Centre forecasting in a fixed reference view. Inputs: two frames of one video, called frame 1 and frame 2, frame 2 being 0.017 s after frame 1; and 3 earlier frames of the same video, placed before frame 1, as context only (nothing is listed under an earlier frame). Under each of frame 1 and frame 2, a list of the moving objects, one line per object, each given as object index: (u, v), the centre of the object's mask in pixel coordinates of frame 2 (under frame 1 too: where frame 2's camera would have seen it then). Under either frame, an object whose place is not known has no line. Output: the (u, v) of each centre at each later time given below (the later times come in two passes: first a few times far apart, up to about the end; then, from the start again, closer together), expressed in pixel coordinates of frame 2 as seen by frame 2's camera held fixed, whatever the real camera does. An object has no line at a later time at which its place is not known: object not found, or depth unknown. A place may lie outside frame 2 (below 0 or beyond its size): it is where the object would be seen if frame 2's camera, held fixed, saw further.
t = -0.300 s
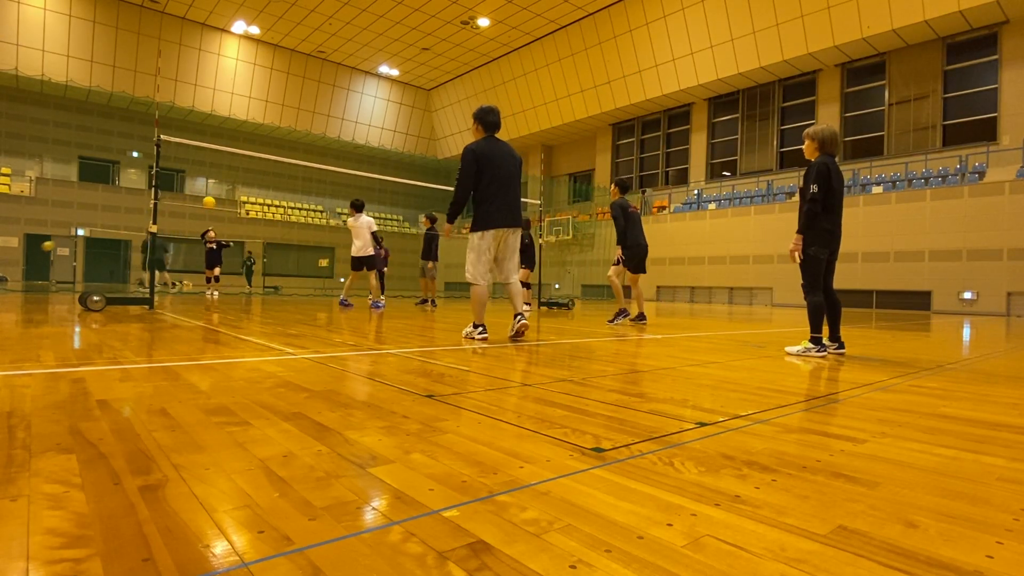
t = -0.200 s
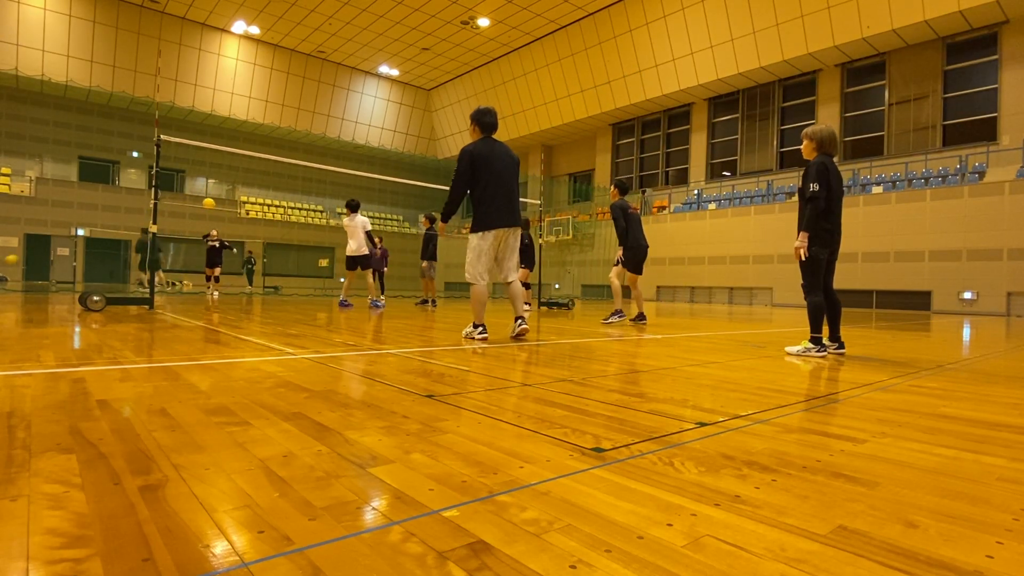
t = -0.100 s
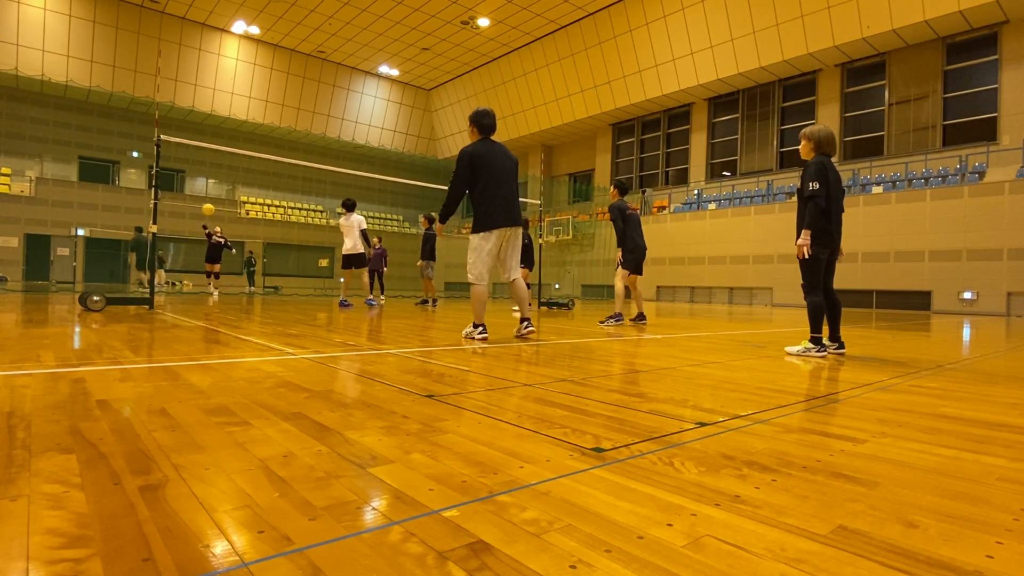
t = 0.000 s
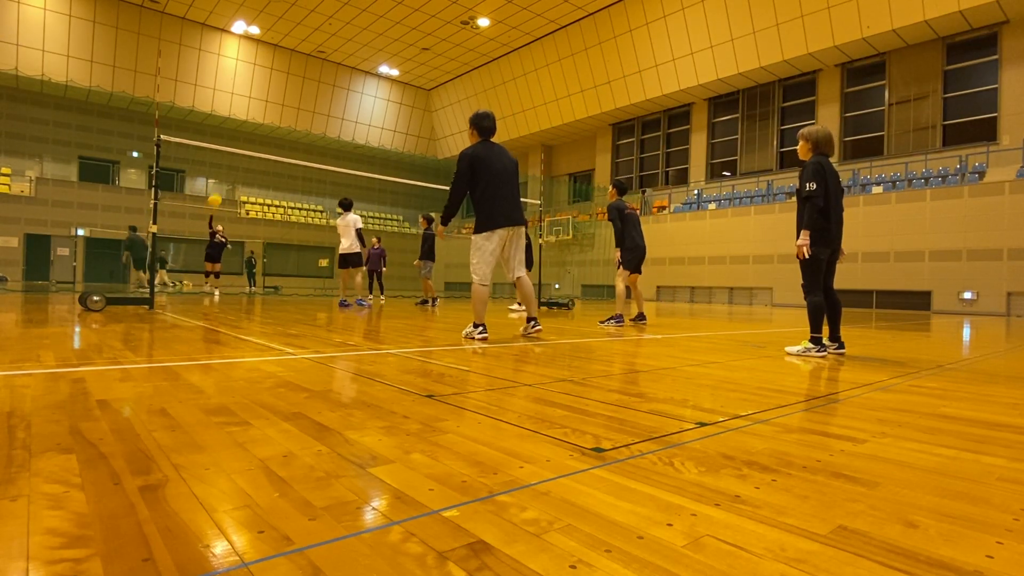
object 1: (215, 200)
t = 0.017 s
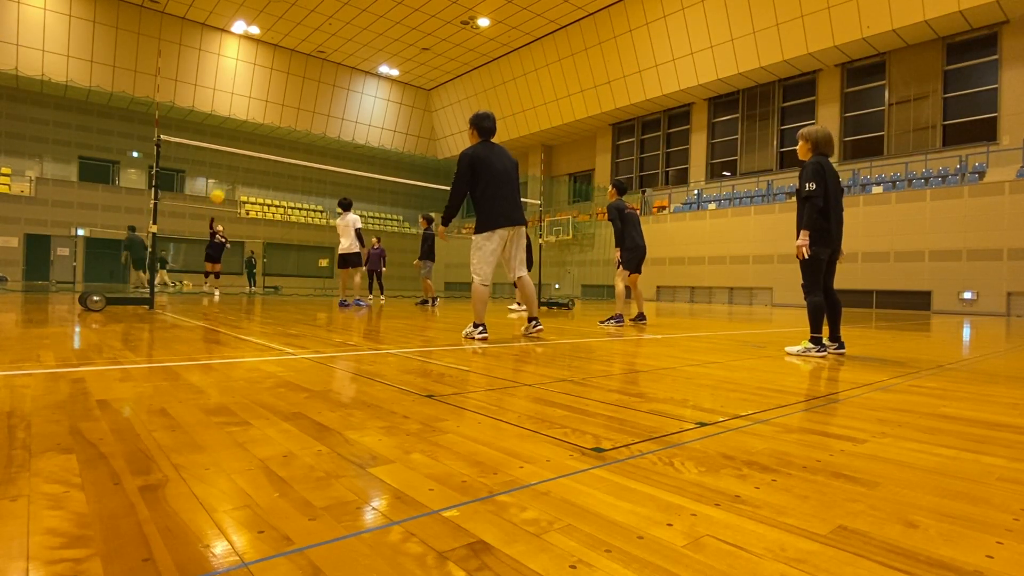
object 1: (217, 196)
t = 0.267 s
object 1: (257, 147)
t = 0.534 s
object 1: (323, 119)
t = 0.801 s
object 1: (434, 134)
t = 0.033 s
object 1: (219, 193)
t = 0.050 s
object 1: (222, 189)
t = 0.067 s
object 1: (225, 185)
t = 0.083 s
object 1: (226, 181)
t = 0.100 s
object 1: (229, 178)
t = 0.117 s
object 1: (231, 175)
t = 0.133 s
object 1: (234, 171)
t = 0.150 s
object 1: (236, 168)
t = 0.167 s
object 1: (239, 165)
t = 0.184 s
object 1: (242, 162)
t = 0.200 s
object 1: (244, 160)
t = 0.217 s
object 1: (248, 157)
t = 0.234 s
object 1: (250, 154)
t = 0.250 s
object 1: (254, 151)
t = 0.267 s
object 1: (257, 147)
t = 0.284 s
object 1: (260, 146)
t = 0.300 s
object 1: (264, 143)
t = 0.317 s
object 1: (267, 141)
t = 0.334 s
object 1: (271, 139)
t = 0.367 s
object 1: (278, 134)
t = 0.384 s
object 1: (282, 132)
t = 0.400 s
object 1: (286, 131)
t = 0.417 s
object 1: (290, 129)
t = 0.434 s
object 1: (295, 127)
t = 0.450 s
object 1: (299, 126)
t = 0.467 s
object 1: (304, 124)
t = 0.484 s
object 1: (308, 123)
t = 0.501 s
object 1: (312, 121)
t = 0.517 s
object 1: (318, 120)
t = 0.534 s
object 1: (323, 119)
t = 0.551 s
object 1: (328, 118)
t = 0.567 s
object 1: (333, 118)
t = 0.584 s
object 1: (339, 118)
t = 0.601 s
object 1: (343, 118)
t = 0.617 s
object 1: (351, 118)
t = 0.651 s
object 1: (364, 119)
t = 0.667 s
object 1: (370, 120)
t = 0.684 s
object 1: (377, 121)
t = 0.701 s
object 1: (386, 122)
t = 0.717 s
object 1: (393, 124)
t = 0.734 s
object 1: (400, 125)
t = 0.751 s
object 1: (409, 127)
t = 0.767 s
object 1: (418, 130)
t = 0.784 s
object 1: (426, 132)
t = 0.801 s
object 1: (434, 134)
